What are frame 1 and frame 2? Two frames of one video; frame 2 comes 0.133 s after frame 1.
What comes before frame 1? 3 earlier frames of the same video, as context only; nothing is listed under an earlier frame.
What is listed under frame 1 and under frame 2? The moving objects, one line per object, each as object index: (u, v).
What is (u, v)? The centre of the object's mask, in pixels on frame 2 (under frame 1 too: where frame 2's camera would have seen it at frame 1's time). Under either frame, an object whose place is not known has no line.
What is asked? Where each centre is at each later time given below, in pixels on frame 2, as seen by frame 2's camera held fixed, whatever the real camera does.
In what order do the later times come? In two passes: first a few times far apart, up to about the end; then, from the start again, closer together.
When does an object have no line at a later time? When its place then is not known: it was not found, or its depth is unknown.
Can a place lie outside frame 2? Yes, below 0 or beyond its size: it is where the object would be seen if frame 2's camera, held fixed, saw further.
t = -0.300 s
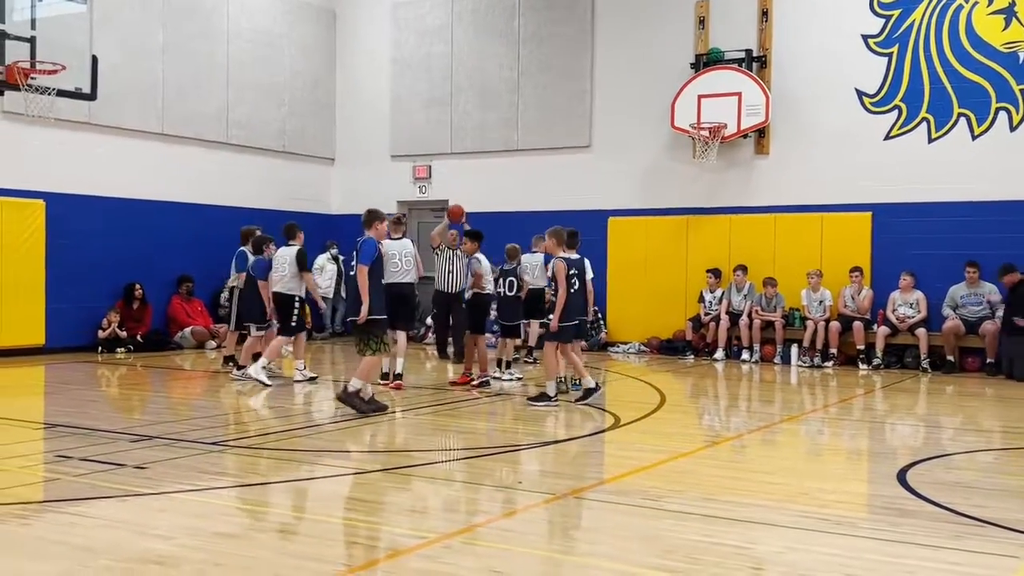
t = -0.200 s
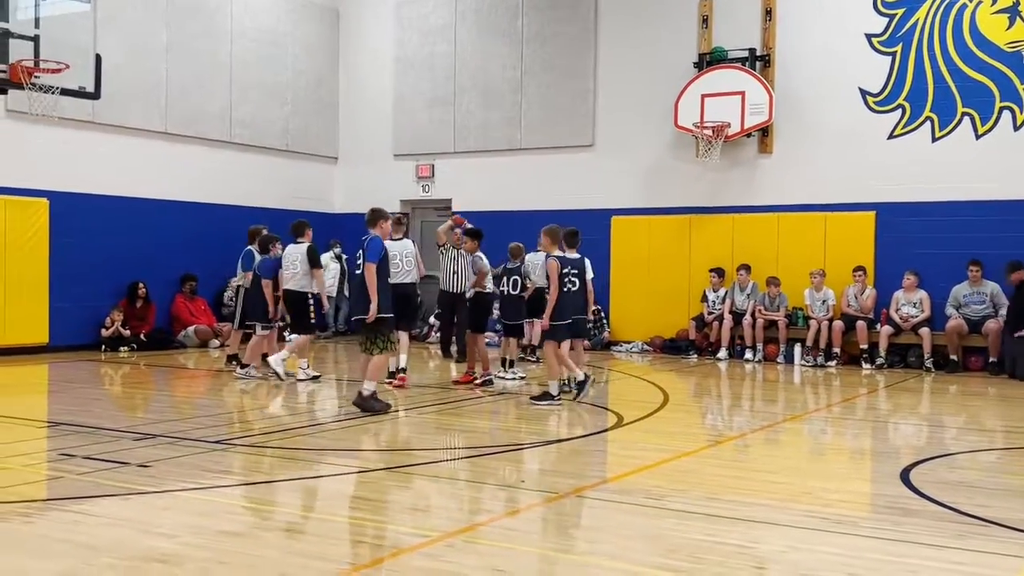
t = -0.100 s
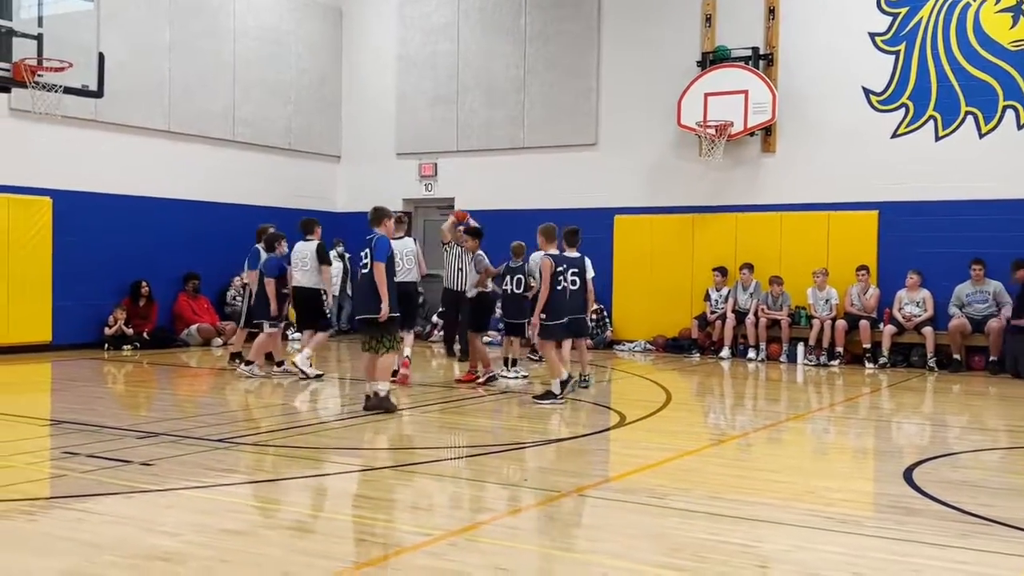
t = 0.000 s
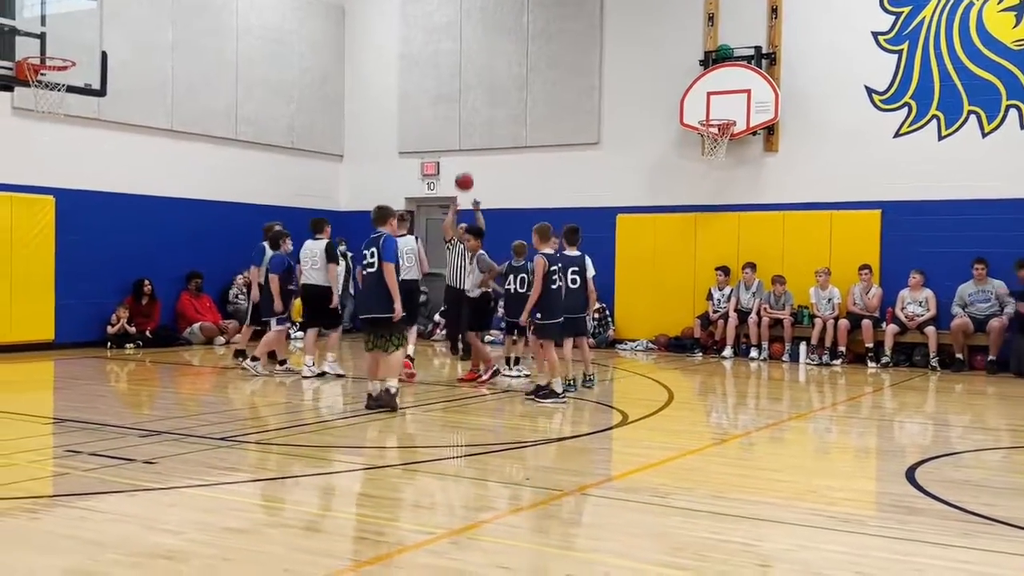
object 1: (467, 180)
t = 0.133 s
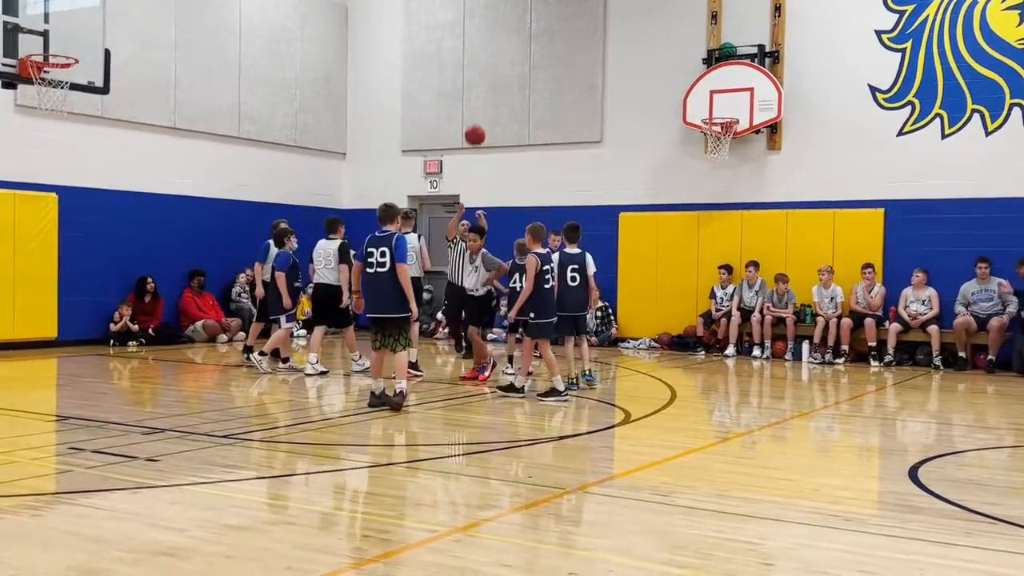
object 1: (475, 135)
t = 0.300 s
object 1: (486, 94)
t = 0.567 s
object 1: (506, 74)
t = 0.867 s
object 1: (538, 159)
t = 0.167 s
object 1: (477, 126)
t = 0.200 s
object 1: (479, 117)
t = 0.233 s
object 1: (481, 108)
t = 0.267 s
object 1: (484, 101)
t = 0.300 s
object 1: (486, 94)
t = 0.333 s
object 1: (488, 88)
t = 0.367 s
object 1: (490, 83)
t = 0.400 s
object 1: (492, 78)
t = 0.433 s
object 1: (495, 75)
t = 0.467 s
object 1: (498, 73)
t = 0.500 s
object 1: (500, 72)
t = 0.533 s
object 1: (503, 72)
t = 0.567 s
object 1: (506, 74)
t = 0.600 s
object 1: (509, 77)
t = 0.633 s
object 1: (512, 81)
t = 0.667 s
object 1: (516, 87)
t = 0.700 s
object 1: (519, 94)
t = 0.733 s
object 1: (522, 103)
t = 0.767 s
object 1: (526, 114)
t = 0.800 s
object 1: (530, 127)
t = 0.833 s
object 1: (534, 142)
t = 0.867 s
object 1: (538, 159)
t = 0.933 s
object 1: (548, 203)
